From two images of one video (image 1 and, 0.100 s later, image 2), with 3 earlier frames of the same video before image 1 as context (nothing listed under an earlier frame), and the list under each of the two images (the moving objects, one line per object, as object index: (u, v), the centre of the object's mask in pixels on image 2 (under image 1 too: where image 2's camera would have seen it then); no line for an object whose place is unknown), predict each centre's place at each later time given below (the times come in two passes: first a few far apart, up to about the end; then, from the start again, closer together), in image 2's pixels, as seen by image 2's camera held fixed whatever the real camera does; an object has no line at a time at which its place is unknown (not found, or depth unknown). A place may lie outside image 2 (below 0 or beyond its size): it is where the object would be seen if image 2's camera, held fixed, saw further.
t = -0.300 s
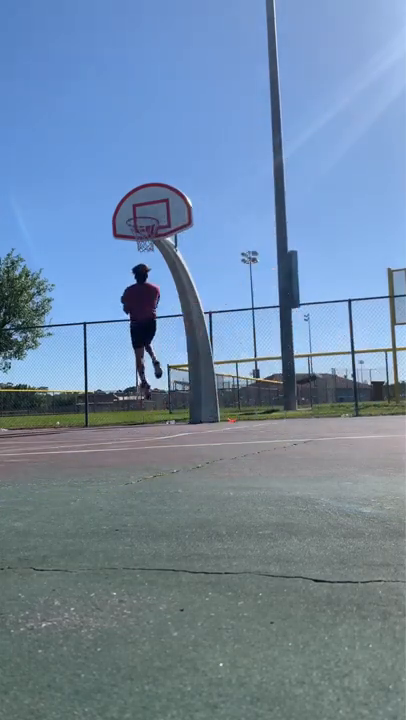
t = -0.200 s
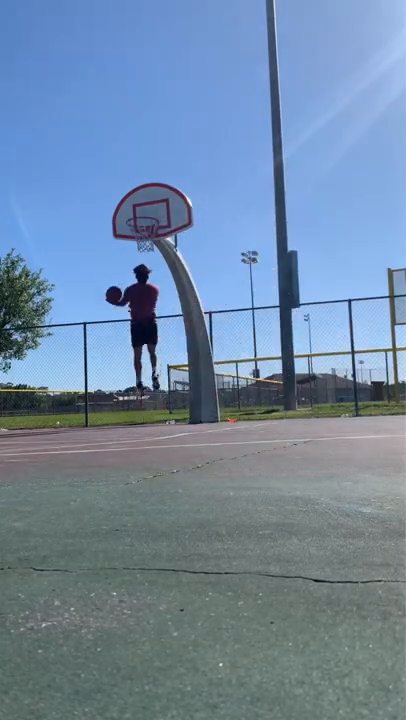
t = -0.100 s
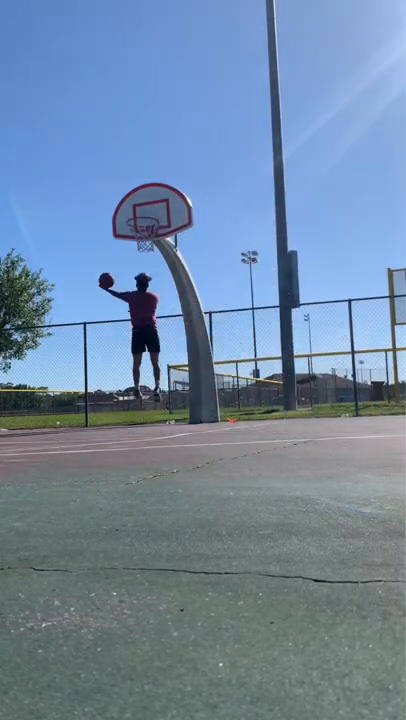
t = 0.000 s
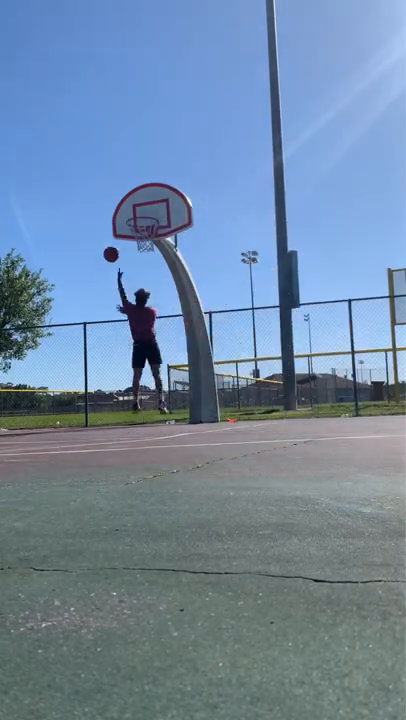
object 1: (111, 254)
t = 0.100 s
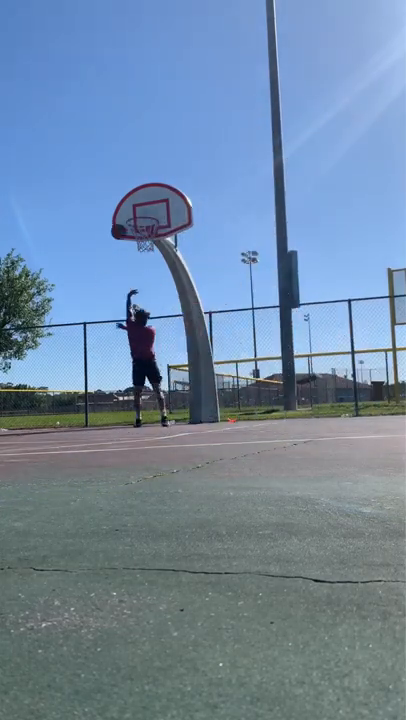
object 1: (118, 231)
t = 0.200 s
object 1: (125, 215)
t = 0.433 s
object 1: (137, 203)
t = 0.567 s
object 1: (143, 212)
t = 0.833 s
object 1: (149, 252)
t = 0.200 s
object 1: (125, 215)
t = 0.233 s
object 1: (129, 211)
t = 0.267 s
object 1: (130, 208)
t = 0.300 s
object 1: (132, 206)
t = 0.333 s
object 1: (134, 204)
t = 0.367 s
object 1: (135, 203)
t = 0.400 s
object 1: (136, 203)
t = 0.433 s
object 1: (137, 203)
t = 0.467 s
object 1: (138, 205)
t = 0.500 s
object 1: (140, 207)
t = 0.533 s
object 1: (142, 210)
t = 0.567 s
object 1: (143, 212)
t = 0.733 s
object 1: (152, 243)
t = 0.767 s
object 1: (150, 246)
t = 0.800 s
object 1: (150, 247)
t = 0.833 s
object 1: (149, 252)
